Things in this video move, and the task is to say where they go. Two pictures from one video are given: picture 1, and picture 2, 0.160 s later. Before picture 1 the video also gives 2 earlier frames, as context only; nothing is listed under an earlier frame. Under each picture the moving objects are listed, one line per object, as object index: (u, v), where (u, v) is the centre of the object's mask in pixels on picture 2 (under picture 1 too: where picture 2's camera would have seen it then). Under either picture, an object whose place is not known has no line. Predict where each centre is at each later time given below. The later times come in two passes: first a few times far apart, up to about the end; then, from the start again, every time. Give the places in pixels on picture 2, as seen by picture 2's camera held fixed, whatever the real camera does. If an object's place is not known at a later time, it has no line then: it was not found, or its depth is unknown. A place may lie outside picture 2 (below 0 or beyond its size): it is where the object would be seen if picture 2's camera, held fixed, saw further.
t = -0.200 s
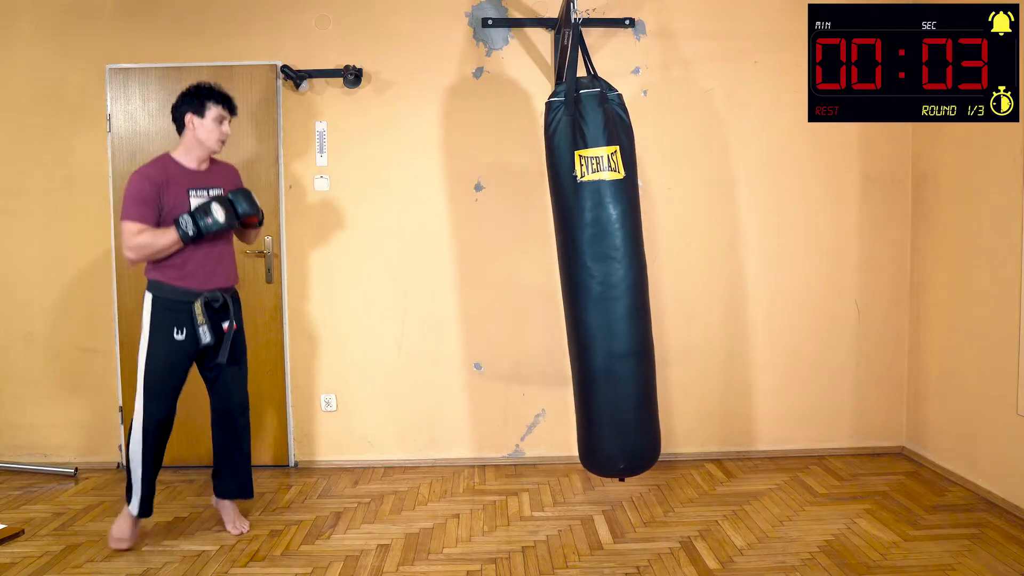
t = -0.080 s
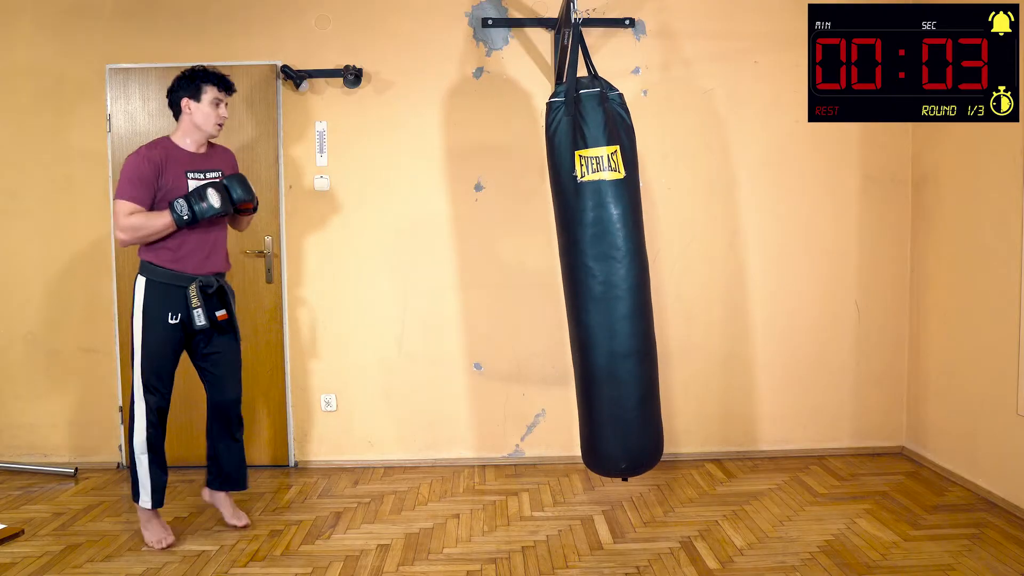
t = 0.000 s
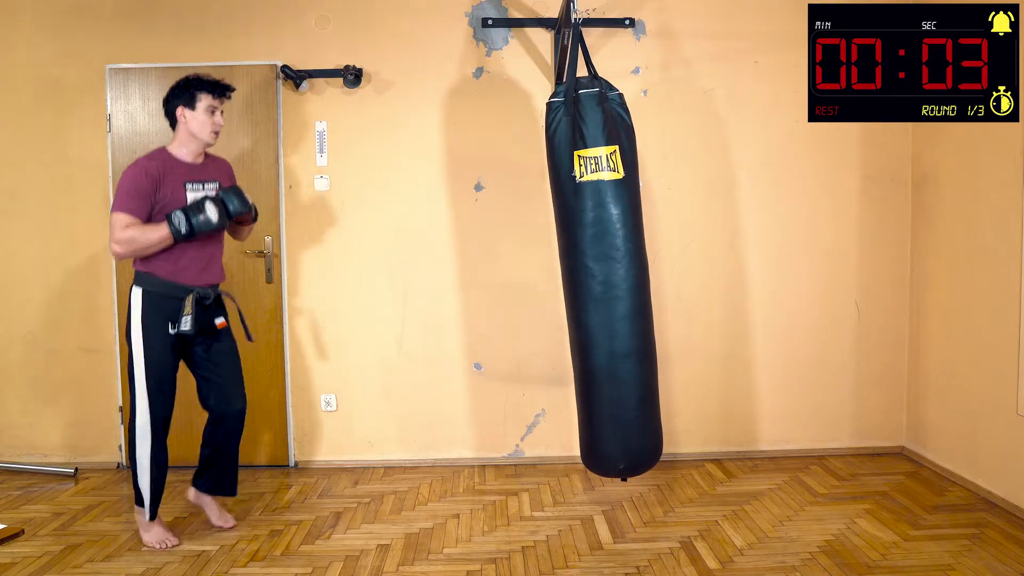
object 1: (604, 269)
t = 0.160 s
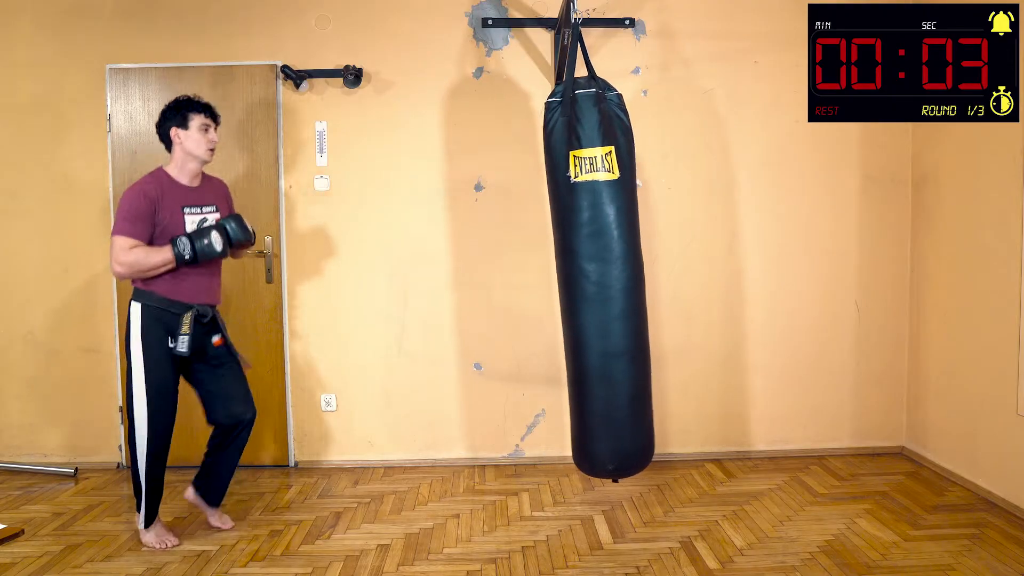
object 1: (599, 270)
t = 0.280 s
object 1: (593, 271)
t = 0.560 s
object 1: (572, 272)
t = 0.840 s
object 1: (553, 271)
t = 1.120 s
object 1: (545, 271)
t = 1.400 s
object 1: (553, 271)
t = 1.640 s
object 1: (569, 272)
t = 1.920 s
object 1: (589, 270)
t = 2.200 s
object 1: (602, 270)
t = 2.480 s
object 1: (600, 270)
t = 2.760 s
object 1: (585, 271)
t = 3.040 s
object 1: (564, 271)
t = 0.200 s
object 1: (598, 270)
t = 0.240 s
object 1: (596, 271)
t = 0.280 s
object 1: (593, 271)
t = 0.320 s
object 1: (590, 271)
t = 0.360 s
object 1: (588, 271)
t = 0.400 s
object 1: (585, 272)
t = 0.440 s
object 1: (582, 272)
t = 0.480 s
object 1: (579, 272)
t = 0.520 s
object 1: (576, 272)
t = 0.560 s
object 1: (572, 272)
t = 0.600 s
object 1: (569, 272)
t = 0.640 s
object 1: (566, 272)
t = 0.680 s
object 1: (563, 272)
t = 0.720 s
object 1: (560, 272)
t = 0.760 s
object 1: (558, 271)
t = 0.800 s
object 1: (555, 271)
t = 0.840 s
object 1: (553, 271)
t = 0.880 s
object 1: (550, 275)
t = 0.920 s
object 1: (549, 271)
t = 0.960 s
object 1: (547, 275)
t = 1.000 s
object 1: (546, 271)
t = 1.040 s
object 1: (545, 271)
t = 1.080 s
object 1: (545, 274)
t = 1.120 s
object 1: (545, 271)
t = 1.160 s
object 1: (545, 271)
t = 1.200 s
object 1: (545, 271)
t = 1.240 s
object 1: (546, 271)
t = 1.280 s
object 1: (547, 271)
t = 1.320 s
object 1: (549, 271)
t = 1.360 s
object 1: (551, 271)
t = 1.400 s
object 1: (553, 271)
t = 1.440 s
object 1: (555, 271)
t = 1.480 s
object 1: (557, 271)
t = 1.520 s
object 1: (560, 271)
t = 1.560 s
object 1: (563, 272)
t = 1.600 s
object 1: (566, 271)
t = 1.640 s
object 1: (569, 272)
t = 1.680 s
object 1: (572, 271)
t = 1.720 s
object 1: (575, 271)
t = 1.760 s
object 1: (578, 271)
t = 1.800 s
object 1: (581, 271)
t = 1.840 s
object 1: (584, 270)
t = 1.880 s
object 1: (587, 270)
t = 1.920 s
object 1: (589, 270)
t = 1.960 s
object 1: (592, 270)
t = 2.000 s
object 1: (594, 269)
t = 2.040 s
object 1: (597, 271)
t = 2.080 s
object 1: (598, 270)
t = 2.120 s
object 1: (600, 270)
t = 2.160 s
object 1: (601, 270)
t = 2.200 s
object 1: (602, 270)
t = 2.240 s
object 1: (603, 270)
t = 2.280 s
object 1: (603, 270)
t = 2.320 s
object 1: (603, 270)
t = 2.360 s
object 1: (603, 270)
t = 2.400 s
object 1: (602, 270)
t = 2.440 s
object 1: (601, 270)
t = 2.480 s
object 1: (600, 270)
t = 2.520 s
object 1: (599, 270)
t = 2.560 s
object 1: (597, 270)
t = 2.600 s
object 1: (595, 270)
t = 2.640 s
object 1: (593, 271)
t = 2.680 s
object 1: (590, 271)
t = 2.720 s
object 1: (588, 271)
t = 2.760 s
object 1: (585, 271)
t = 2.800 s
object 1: (582, 271)
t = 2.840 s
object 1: (579, 271)
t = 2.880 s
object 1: (576, 271)
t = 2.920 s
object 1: (573, 271)
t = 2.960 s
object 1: (570, 272)
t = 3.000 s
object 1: (567, 272)
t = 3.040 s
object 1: (564, 271)
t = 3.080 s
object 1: (561, 272)
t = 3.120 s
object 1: (559, 272)
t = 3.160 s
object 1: (556, 272)
